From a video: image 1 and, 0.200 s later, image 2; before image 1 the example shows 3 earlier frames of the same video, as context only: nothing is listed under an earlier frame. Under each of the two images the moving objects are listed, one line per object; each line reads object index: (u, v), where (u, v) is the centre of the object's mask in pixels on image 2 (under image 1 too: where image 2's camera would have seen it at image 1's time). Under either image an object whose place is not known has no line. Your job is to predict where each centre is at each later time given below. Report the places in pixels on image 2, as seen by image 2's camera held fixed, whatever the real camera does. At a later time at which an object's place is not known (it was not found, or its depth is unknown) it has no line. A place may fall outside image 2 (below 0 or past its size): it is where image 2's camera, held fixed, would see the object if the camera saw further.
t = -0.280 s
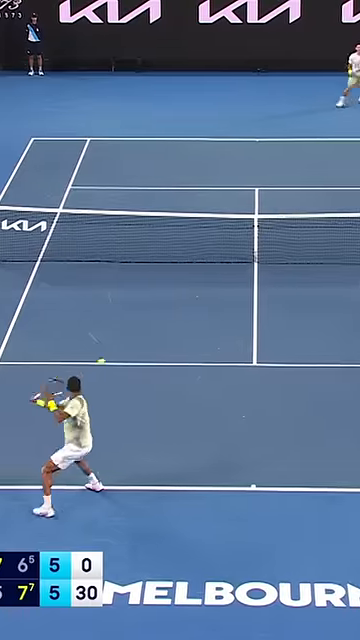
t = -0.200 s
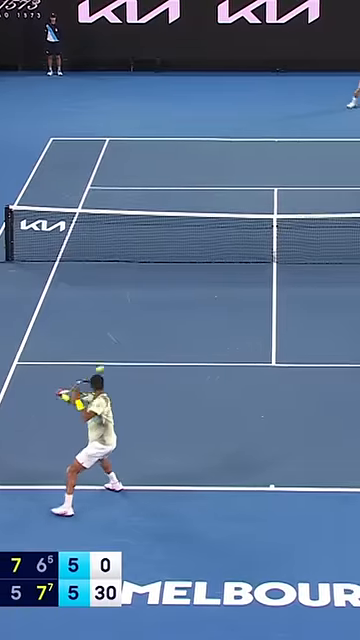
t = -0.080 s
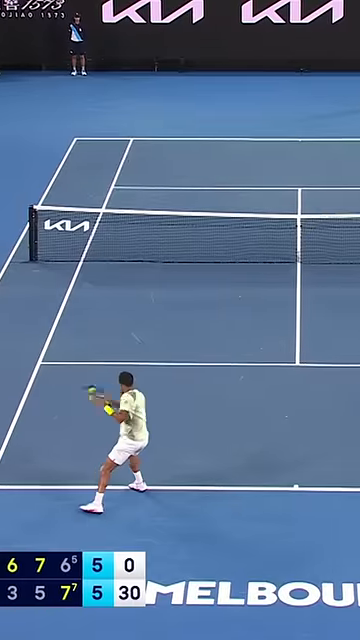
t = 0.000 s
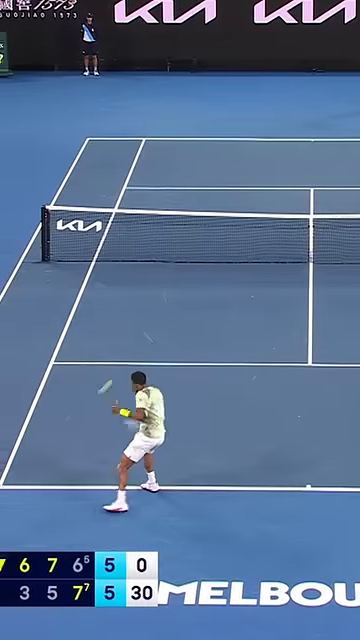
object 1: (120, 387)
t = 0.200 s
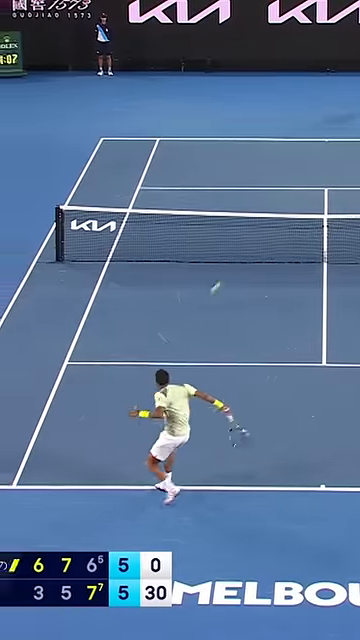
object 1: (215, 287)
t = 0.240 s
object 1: (231, 272)
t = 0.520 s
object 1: (312, 203)
